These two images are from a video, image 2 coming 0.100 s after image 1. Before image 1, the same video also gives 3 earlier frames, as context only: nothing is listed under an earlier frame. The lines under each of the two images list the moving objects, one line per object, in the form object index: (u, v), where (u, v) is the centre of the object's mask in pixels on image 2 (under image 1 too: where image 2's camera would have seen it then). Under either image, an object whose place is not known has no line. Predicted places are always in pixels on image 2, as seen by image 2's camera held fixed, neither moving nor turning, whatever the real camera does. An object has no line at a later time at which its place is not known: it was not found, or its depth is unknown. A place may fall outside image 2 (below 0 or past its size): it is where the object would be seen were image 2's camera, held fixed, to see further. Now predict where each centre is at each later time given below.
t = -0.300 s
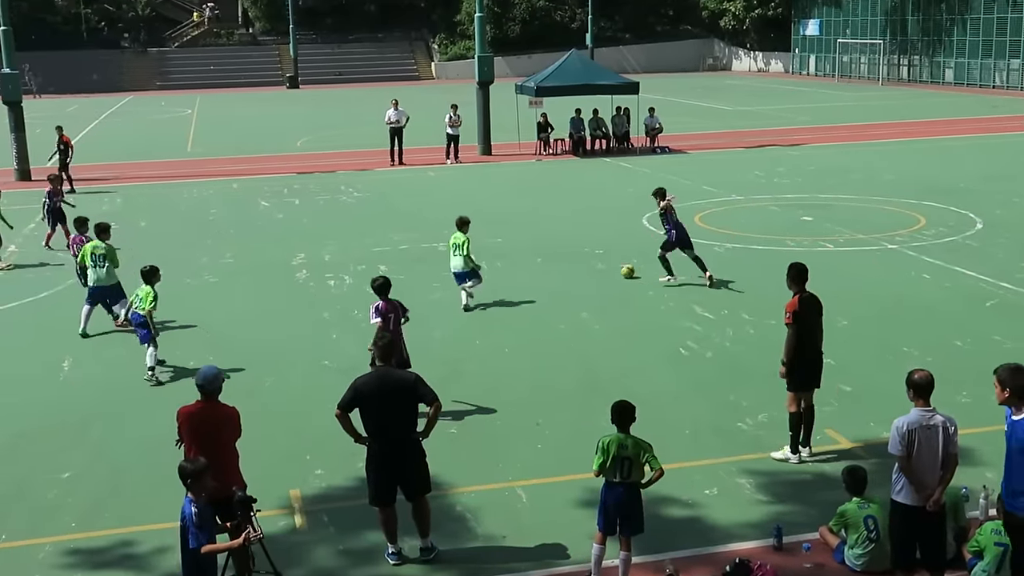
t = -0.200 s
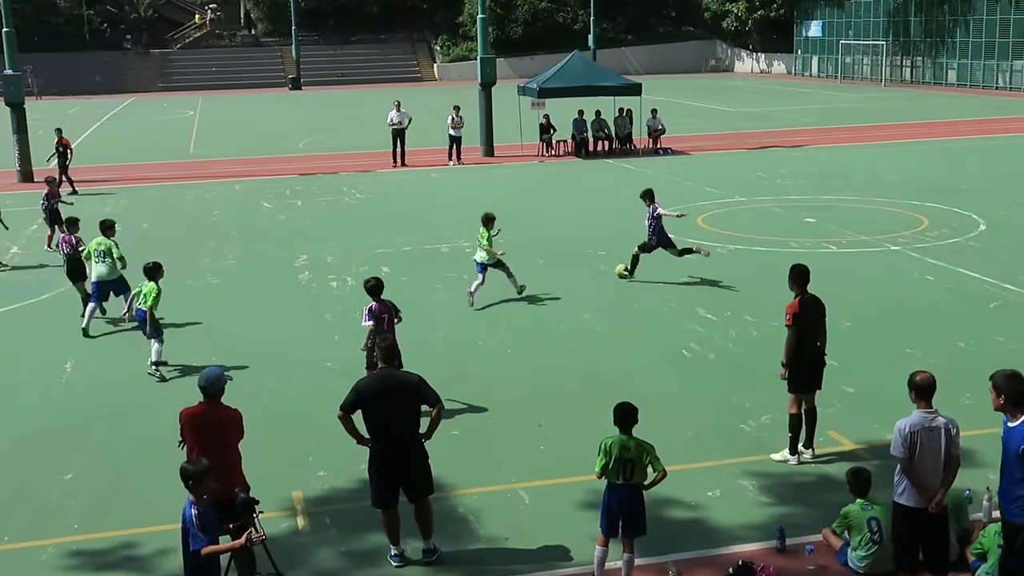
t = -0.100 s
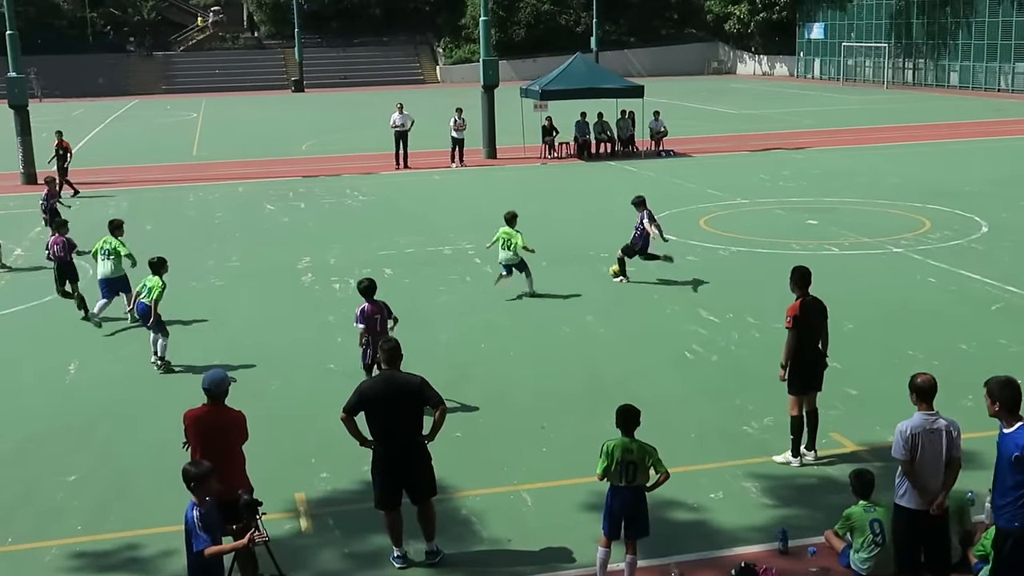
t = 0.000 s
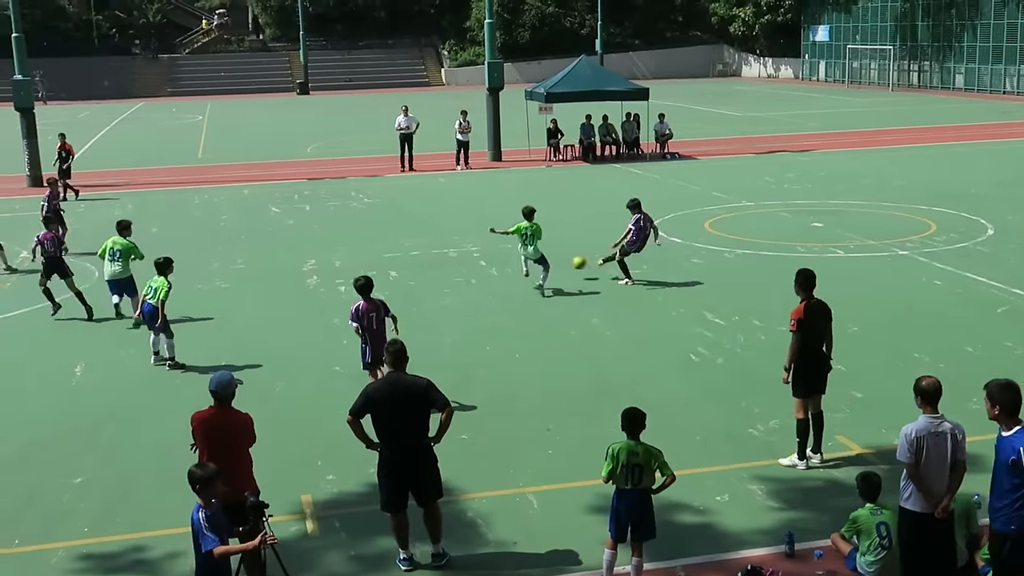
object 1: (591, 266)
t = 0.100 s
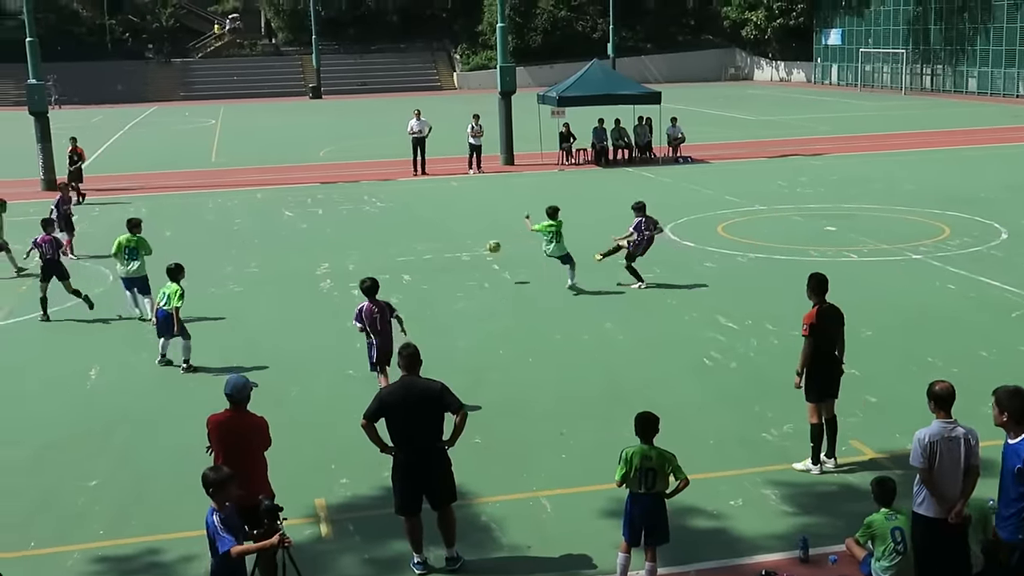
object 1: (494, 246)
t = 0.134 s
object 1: (462, 241)
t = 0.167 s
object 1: (432, 237)
